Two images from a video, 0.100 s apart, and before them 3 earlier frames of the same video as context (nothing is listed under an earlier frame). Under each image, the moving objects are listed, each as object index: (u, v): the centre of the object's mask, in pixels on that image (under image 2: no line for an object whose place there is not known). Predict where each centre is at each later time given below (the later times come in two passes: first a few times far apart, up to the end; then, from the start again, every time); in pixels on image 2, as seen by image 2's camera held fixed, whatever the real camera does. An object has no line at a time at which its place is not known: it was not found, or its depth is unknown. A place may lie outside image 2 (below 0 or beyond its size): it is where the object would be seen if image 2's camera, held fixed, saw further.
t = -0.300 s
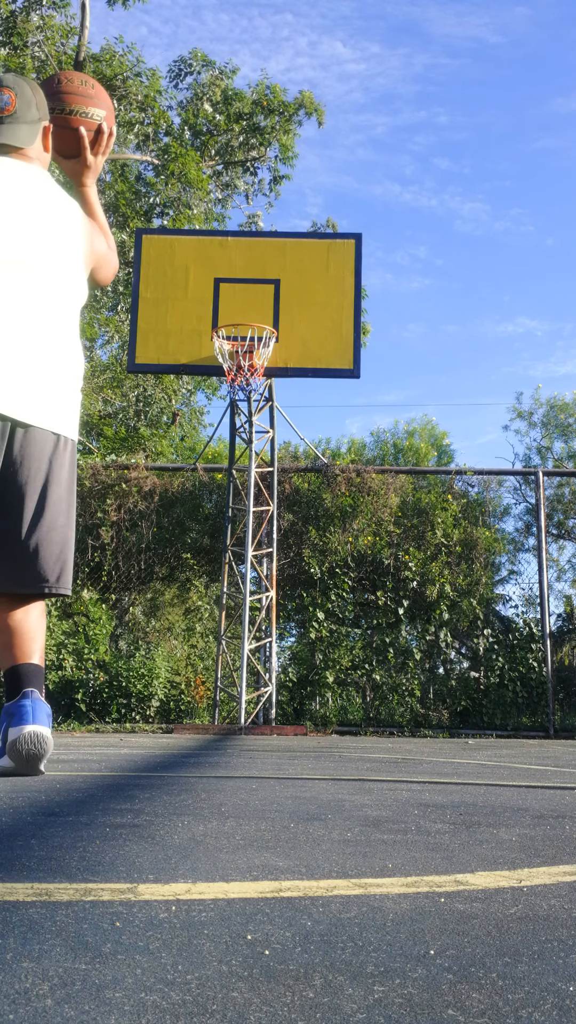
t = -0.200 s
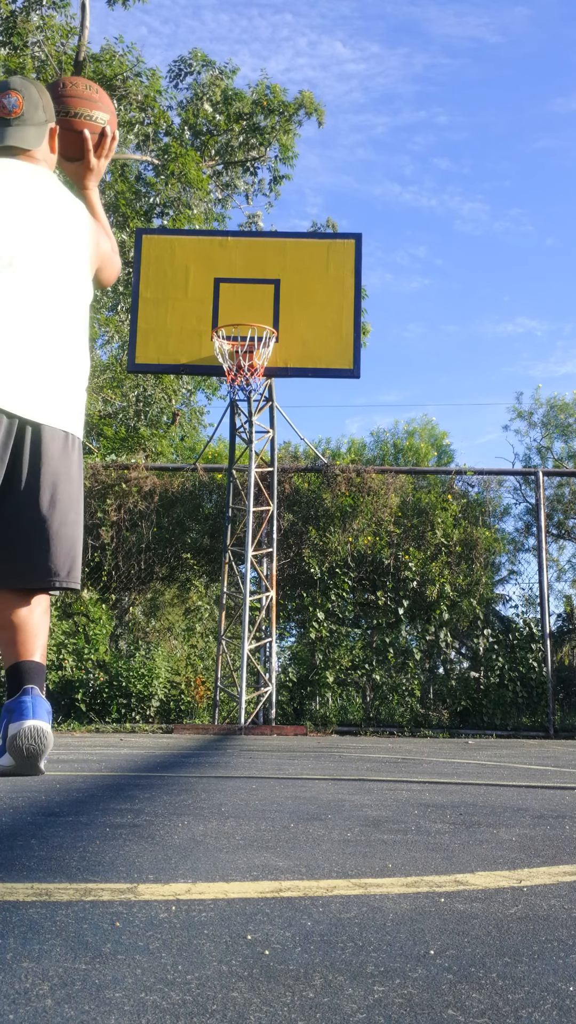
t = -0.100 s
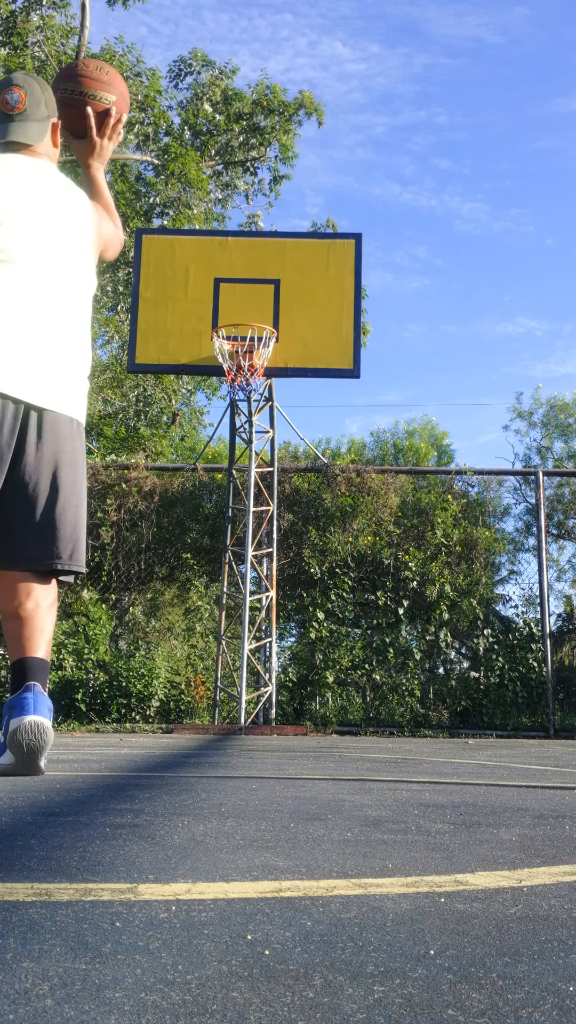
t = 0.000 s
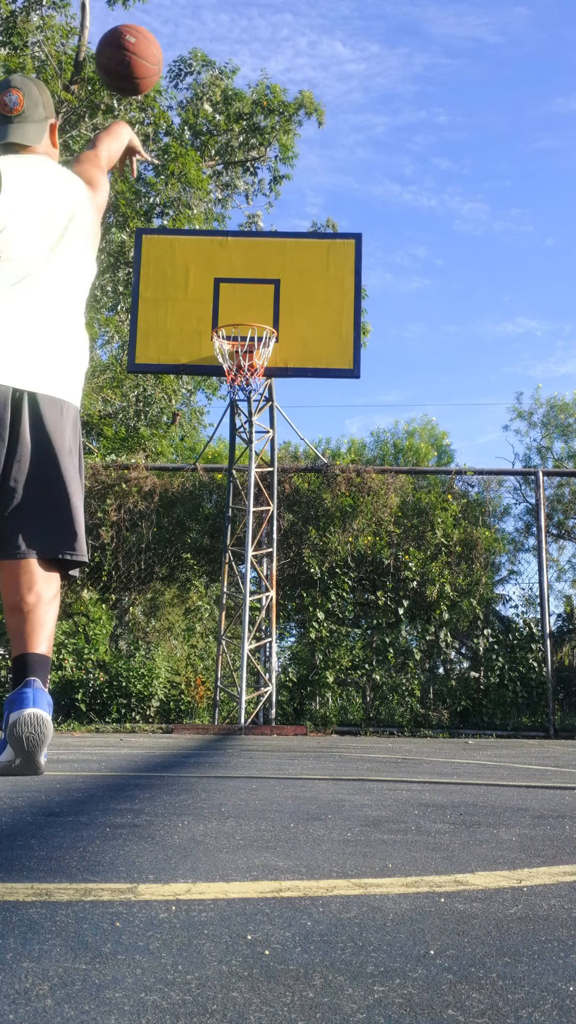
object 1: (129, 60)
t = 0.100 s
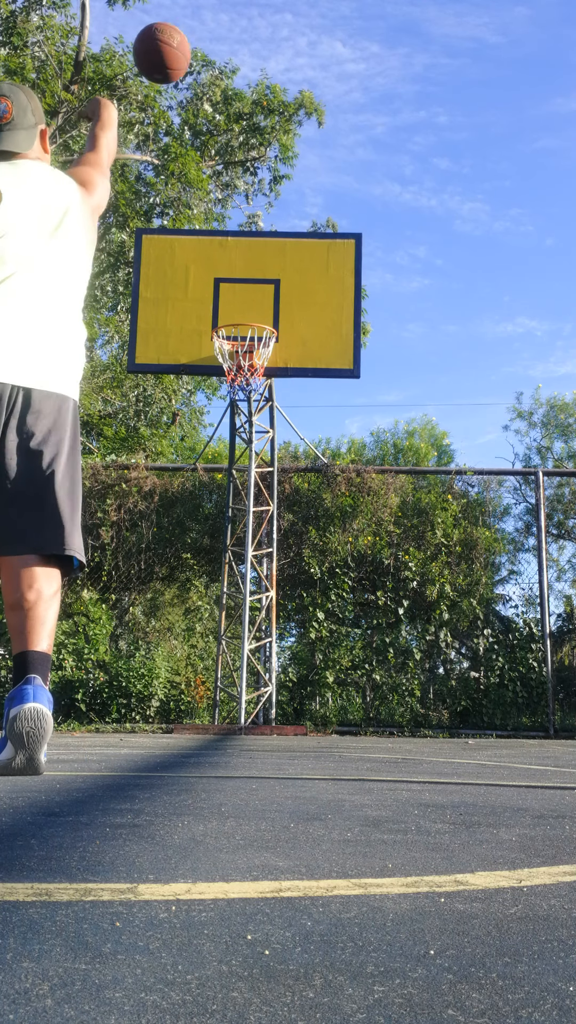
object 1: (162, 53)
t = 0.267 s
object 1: (197, 81)
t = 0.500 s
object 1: (227, 170)
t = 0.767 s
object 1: (248, 316)
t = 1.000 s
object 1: (238, 433)
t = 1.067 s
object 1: (233, 473)
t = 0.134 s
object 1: (170, 55)
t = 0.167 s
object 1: (178, 60)
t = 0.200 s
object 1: (185, 65)
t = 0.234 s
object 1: (191, 73)
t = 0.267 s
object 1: (197, 81)
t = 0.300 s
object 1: (203, 90)
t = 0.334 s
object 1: (208, 101)
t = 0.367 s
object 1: (212, 113)
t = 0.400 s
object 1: (217, 126)
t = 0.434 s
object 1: (220, 140)
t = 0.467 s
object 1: (224, 154)
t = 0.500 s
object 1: (227, 170)
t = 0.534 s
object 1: (230, 185)
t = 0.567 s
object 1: (233, 202)
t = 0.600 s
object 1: (236, 220)
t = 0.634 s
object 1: (239, 238)
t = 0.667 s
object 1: (242, 257)
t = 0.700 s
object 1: (244, 276)
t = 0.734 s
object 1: (246, 296)
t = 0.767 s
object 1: (248, 316)
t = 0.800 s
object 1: (250, 337)
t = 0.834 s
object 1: (248, 356)
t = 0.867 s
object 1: (247, 369)
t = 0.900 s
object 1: (245, 389)
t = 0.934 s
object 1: (243, 399)
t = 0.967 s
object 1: (240, 415)
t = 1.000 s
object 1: (238, 433)
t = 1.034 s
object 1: (235, 452)
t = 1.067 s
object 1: (233, 473)
